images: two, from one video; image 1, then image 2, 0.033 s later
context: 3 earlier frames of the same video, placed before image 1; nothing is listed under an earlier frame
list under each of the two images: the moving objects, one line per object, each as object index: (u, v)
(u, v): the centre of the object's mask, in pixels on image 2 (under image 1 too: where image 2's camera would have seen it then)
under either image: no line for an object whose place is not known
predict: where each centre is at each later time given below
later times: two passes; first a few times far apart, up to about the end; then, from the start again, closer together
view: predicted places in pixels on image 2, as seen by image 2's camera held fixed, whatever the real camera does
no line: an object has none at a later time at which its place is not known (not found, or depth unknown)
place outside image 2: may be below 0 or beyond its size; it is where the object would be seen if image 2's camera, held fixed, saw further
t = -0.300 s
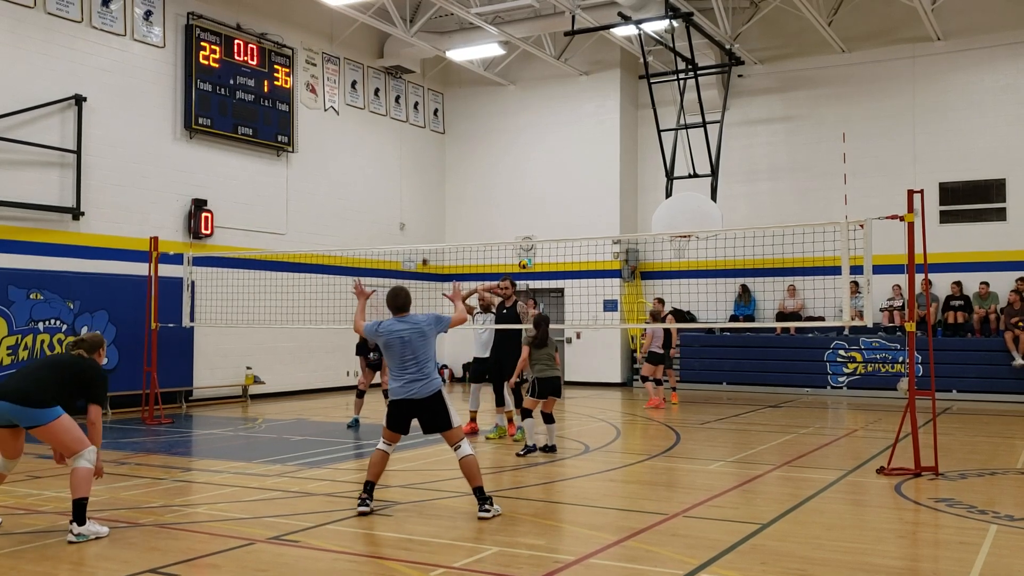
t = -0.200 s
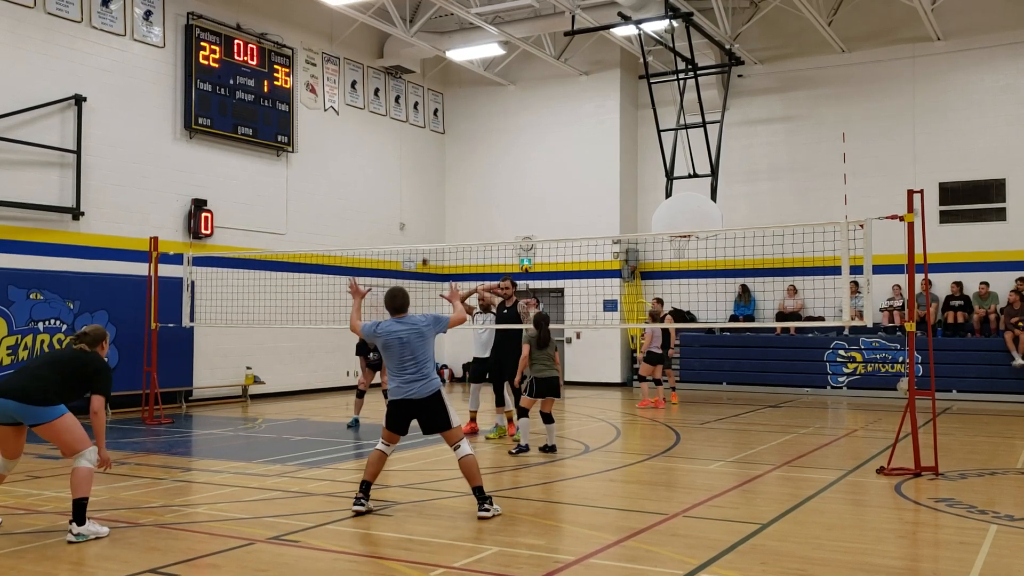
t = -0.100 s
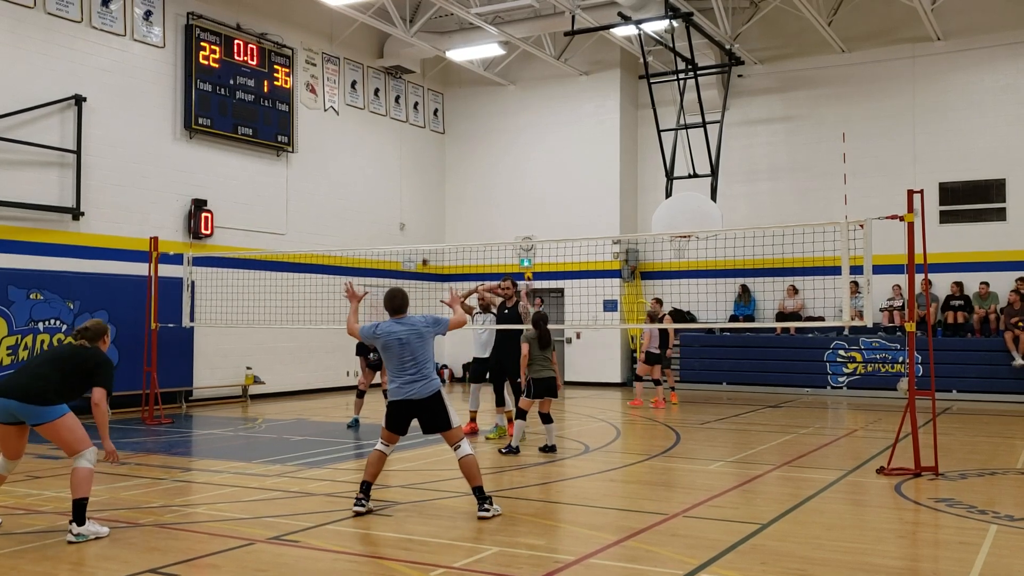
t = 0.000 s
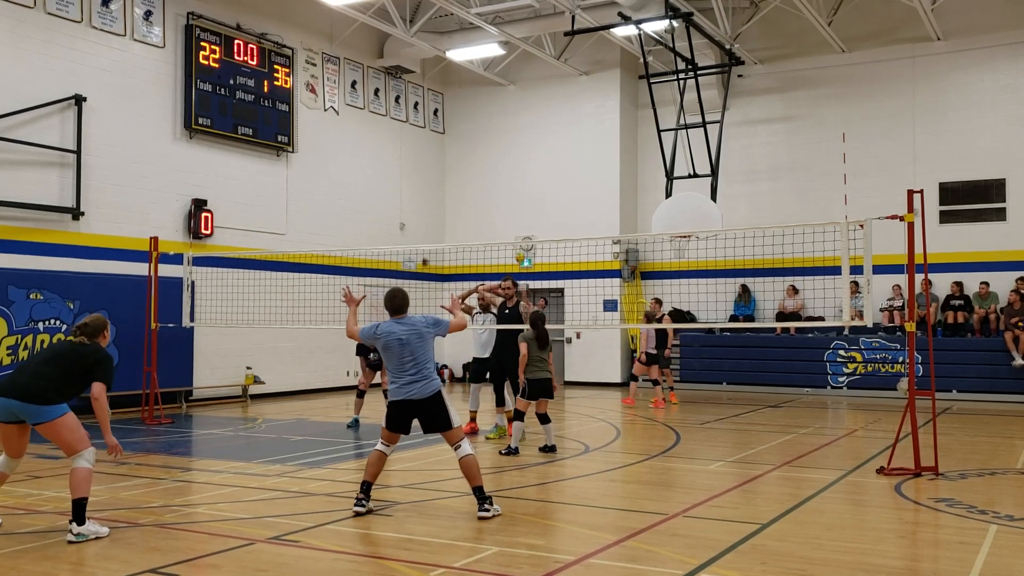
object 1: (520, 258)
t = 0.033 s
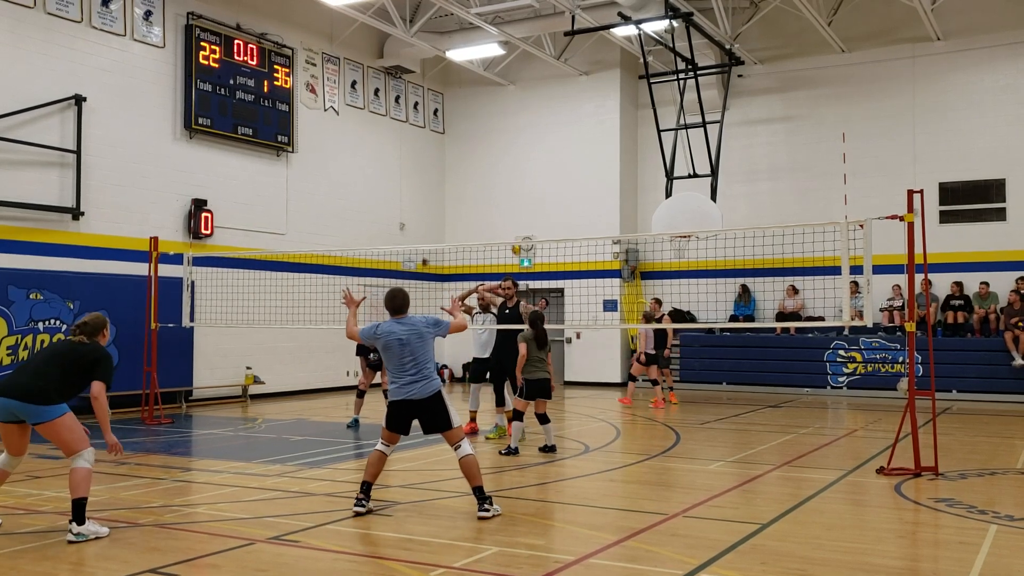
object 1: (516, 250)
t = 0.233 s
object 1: (490, 197)
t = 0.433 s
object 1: (453, 153)
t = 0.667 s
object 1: (385, 115)
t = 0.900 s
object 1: (272, 108)
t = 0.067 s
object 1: (511, 238)
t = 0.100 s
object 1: (508, 232)
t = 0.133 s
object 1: (504, 223)
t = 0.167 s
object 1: (500, 215)
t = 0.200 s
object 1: (495, 206)
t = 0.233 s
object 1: (490, 197)
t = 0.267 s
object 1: (485, 189)
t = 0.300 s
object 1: (480, 181)
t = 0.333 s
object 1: (474, 174)
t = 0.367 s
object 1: (467, 166)
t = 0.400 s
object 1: (461, 159)
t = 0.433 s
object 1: (453, 153)
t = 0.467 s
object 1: (445, 147)
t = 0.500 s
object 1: (437, 141)
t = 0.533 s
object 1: (428, 135)
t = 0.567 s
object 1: (418, 130)
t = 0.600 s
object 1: (408, 124)
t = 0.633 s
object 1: (397, 119)
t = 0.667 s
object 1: (385, 115)
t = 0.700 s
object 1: (372, 112)
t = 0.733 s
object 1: (359, 109)
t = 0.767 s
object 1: (343, 106)
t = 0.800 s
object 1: (328, 105)
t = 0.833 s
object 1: (310, 104)
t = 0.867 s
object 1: (291, 106)
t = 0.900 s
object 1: (272, 108)
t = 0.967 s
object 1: (227, 119)
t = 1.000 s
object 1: (202, 127)
